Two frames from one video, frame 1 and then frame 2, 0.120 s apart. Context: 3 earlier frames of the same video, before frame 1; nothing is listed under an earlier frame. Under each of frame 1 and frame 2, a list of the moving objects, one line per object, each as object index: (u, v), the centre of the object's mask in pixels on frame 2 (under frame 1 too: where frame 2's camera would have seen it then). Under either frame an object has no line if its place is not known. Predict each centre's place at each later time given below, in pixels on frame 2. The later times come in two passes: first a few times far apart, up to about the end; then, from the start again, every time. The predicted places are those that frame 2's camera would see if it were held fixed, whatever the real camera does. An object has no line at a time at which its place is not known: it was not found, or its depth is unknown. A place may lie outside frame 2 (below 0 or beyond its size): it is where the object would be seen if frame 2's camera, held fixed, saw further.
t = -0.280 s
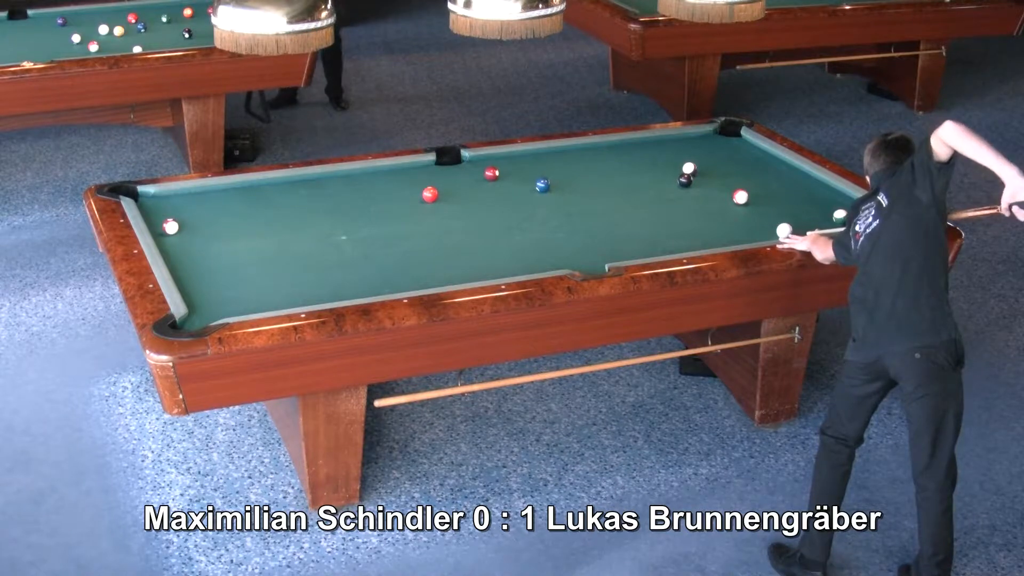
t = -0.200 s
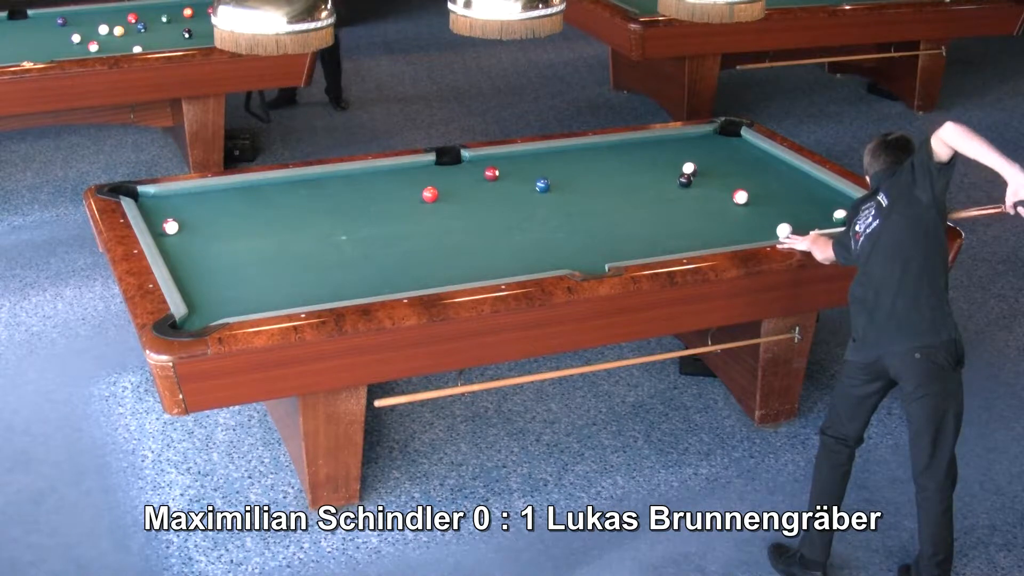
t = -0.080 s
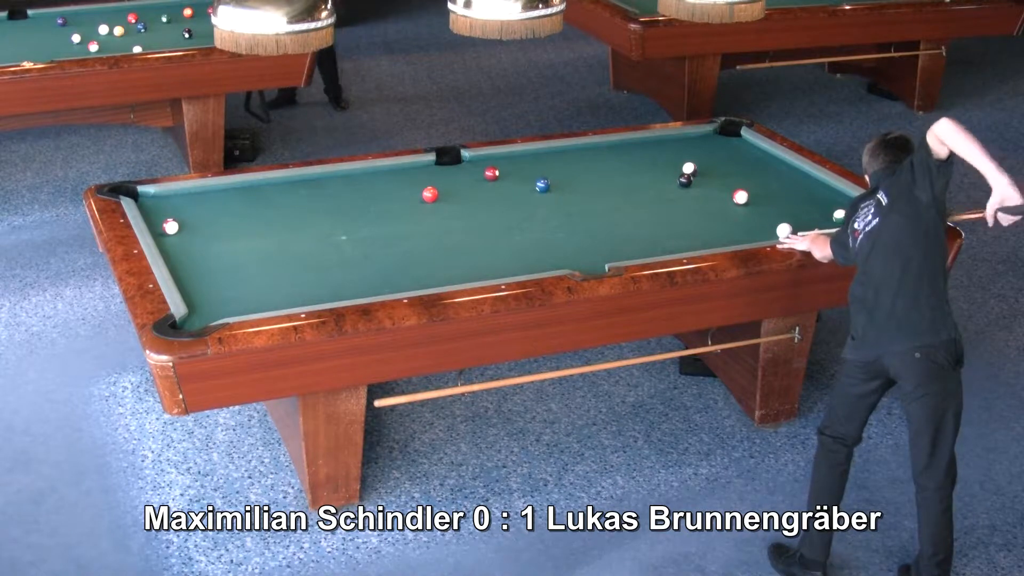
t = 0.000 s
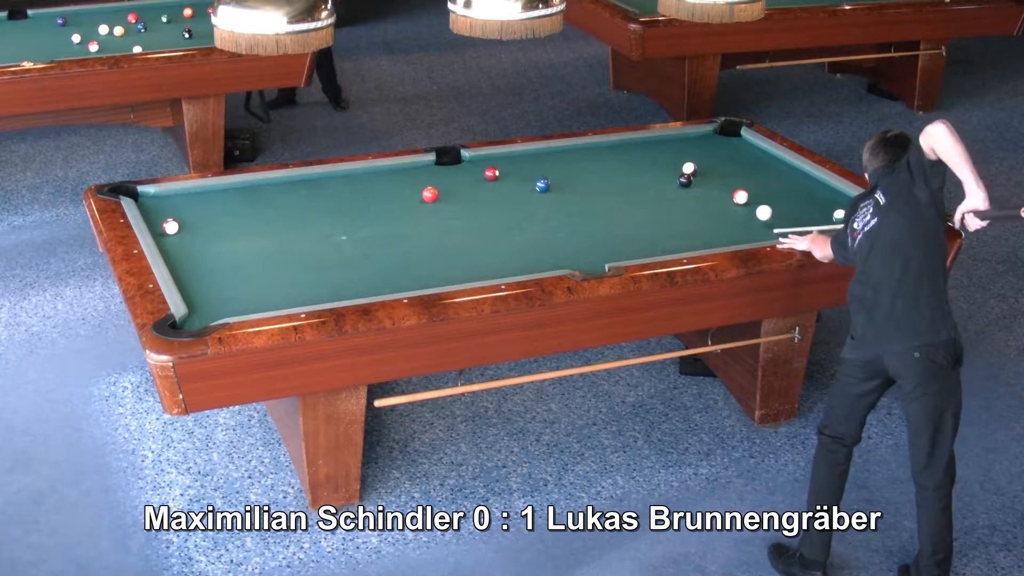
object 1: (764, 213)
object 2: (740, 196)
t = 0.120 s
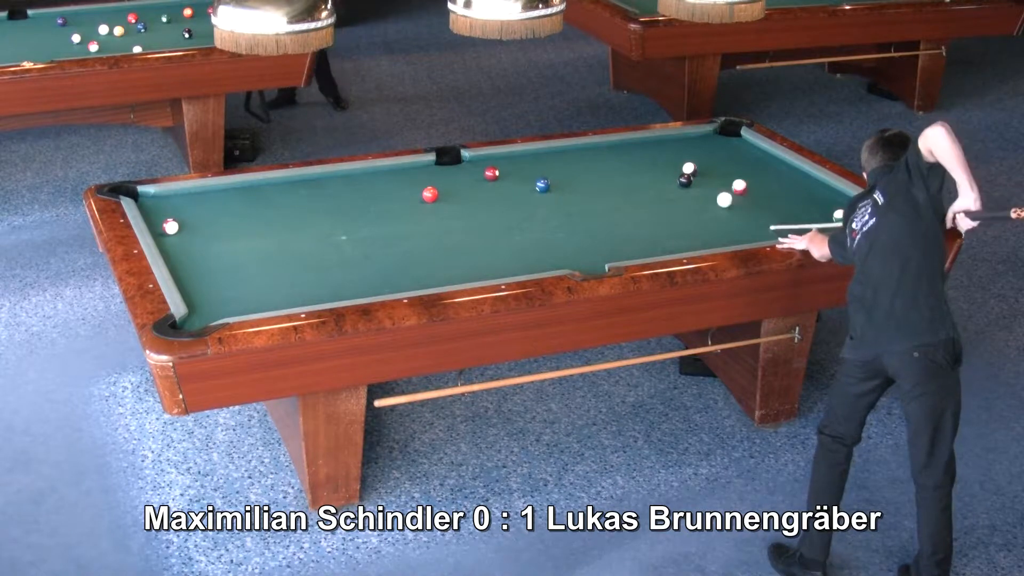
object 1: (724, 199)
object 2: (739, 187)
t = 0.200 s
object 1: (702, 201)
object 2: (737, 174)
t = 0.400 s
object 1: (662, 205)
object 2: (734, 148)
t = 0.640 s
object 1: (626, 213)
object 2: (730, 132)
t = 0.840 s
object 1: (595, 220)
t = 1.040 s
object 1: (564, 227)
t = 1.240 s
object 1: (533, 234)
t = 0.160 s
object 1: (713, 200)
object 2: (738, 179)
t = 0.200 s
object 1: (702, 201)
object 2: (737, 174)
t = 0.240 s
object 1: (693, 201)
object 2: (737, 168)
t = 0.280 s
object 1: (684, 202)
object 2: (736, 162)
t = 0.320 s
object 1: (676, 202)
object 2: (735, 157)
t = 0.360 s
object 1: (669, 203)
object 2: (735, 152)
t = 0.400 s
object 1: (662, 205)
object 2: (734, 148)
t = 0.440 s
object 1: (656, 206)
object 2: (734, 143)
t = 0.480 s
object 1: (650, 207)
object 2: (733, 139)
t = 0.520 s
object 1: (644, 209)
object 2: (732, 134)
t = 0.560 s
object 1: (638, 210)
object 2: (732, 130)
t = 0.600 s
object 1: (632, 212)
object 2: (732, 129)
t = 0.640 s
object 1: (626, 213)
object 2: (730, 132)
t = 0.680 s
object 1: (619, 215)
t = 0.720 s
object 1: (613, 216)
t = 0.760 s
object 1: (607, 217)
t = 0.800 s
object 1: (601, 219)
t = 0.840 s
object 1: (595, 220)
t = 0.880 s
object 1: (589, 221)
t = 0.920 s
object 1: (583, 223)
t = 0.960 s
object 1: (576, 224)
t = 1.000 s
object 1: (570, 226)
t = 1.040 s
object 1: (564, 227)
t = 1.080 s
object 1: (558, 228)
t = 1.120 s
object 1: (552, 230)
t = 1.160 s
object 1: (546, 231)
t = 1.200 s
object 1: (540, 232)
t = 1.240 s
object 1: (533, 234)
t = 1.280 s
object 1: (527, 235)
